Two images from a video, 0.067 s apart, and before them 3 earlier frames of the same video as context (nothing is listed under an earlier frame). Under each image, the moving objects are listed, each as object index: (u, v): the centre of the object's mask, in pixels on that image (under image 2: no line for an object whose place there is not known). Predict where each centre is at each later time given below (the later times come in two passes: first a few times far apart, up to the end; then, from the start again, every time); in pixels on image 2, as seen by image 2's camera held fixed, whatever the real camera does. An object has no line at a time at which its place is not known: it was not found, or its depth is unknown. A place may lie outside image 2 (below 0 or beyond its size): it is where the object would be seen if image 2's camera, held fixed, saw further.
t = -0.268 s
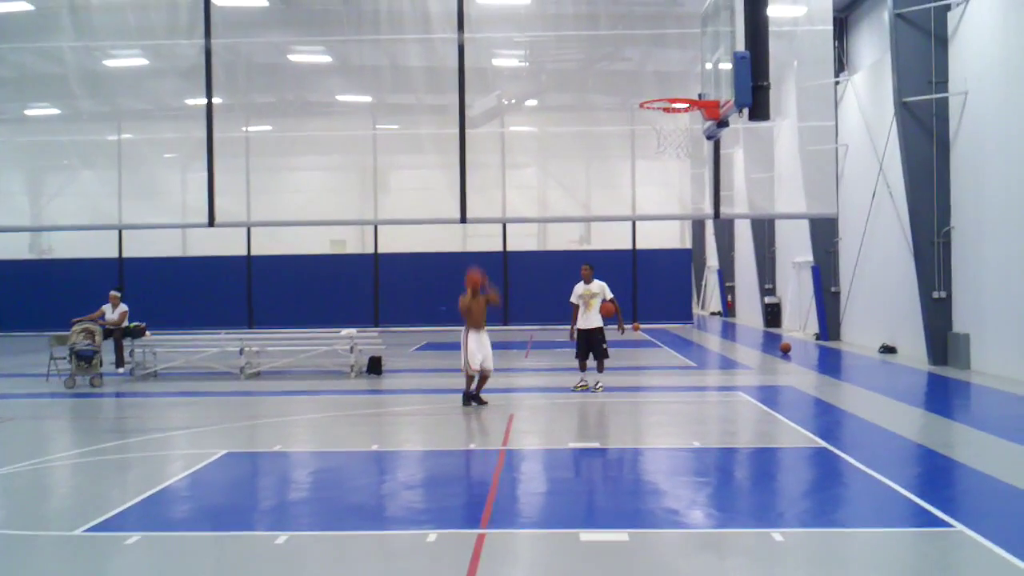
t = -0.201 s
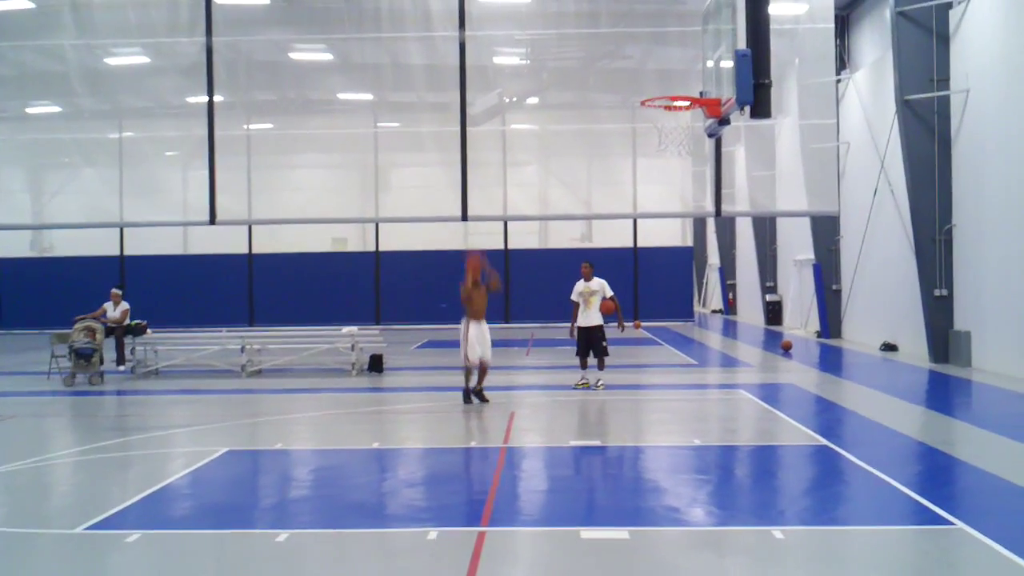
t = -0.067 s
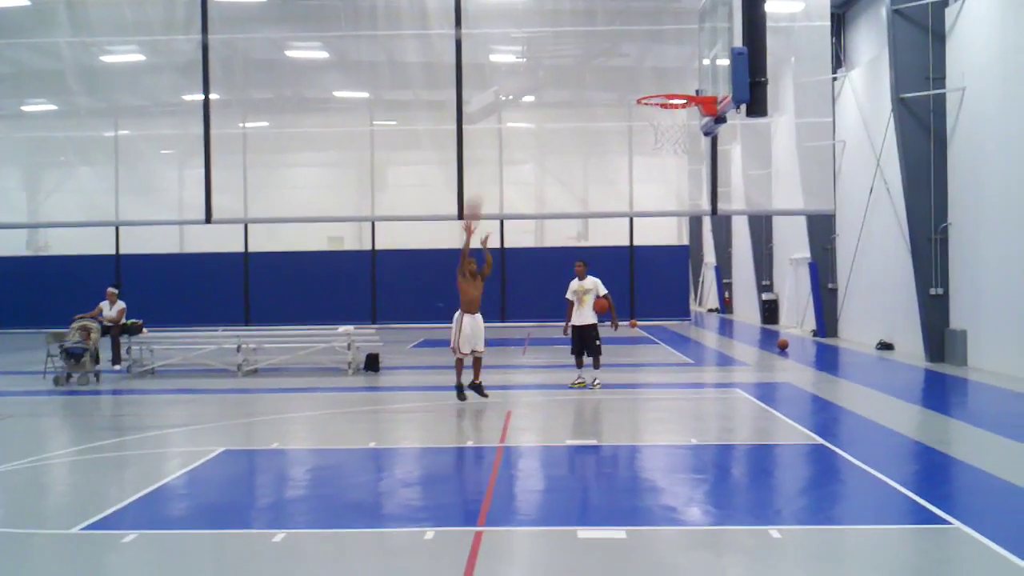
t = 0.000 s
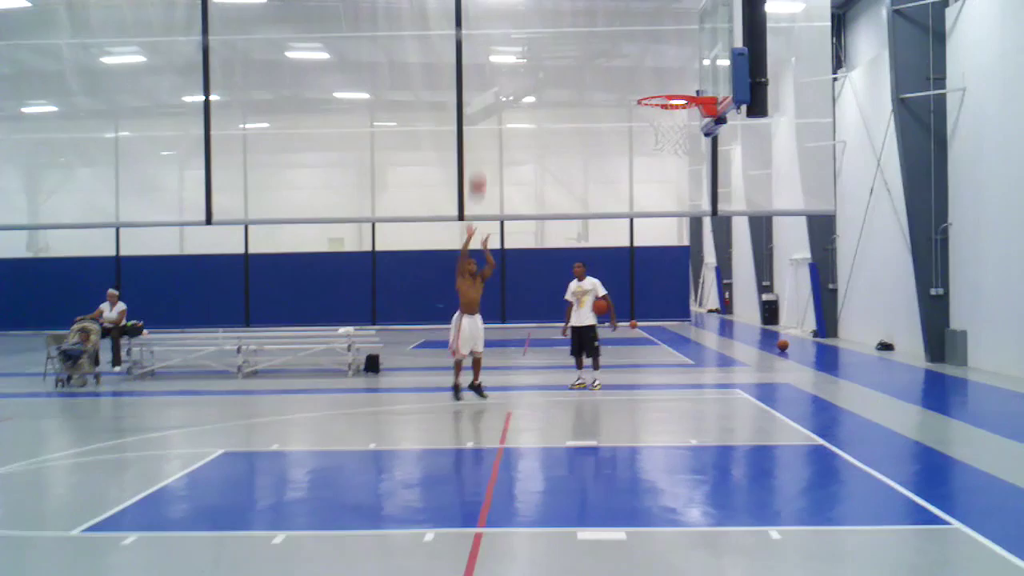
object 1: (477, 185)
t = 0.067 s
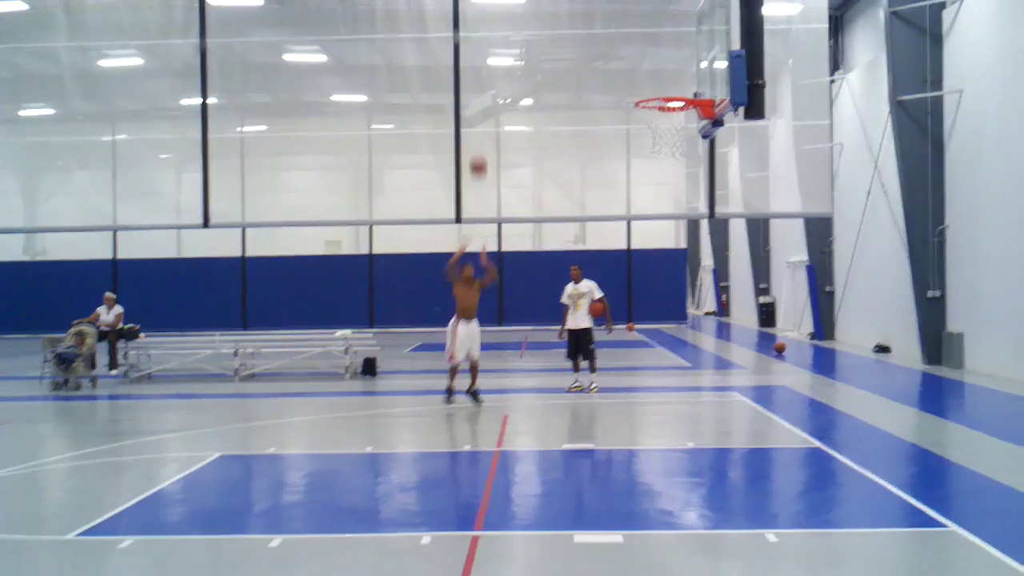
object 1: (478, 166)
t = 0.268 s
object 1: (490, 118)
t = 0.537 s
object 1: (509, 102)
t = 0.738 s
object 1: (527, 135)
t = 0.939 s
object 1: (546, 208)
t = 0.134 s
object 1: (482, 147)
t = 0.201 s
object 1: (486, 132)
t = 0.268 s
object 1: (490, 118)
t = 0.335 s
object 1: (495, 109)
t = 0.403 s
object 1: (499, 103)
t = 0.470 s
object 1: (504, 101)
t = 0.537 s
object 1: (509, 102)
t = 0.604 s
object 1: (514, 108)
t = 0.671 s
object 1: (520, 116)
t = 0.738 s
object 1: (527, 135)
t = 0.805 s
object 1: (533, 153)
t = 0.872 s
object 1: (539, 177)
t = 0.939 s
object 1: (546, 208)
